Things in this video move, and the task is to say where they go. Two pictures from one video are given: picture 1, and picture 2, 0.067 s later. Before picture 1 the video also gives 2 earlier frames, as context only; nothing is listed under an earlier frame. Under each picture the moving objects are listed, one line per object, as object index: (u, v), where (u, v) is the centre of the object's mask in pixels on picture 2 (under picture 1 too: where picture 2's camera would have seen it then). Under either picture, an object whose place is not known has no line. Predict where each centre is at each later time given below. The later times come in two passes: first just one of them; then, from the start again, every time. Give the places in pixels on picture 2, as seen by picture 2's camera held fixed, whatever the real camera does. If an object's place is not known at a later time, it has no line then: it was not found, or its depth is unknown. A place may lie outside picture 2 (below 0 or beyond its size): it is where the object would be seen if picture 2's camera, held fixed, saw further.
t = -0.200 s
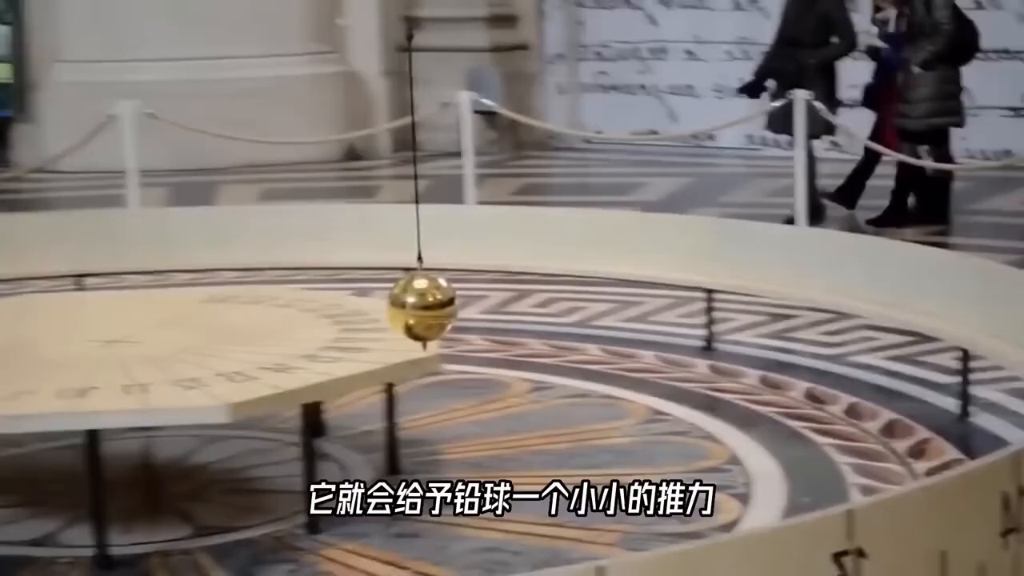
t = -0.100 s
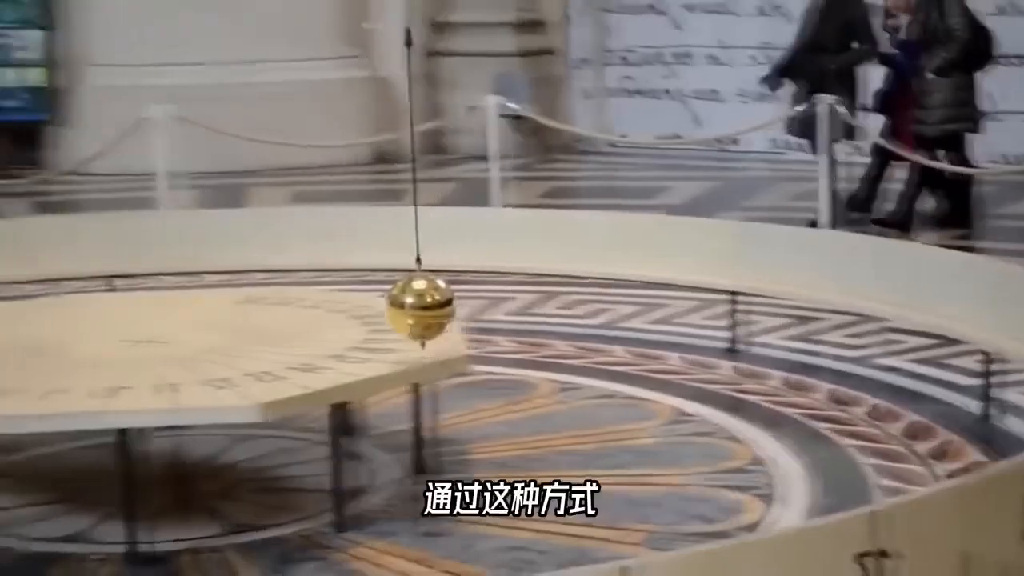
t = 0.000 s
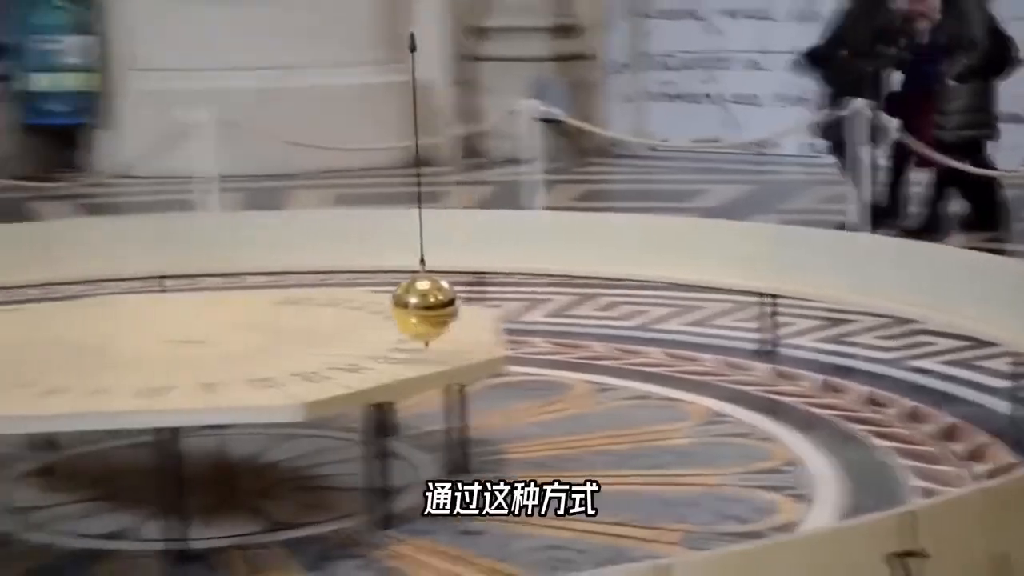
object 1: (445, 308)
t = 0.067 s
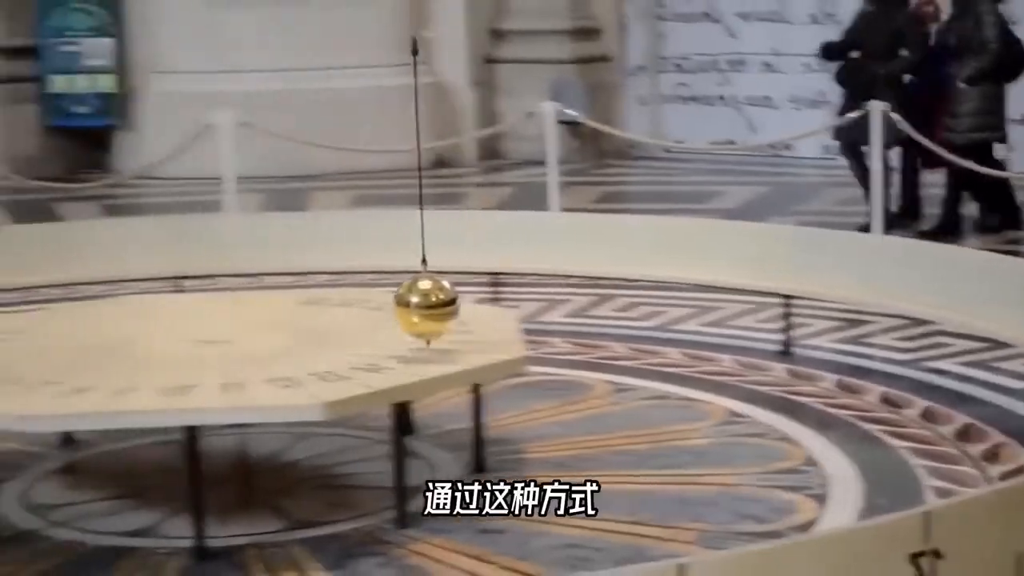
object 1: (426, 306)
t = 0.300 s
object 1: (355, 302)
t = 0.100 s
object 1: (414, 305)
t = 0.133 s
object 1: (403, 305)
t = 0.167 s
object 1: (396, 304)
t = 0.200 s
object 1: (385, 304)
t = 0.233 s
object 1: (373, 303)
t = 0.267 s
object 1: (363, 302)
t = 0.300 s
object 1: (355, 302)
